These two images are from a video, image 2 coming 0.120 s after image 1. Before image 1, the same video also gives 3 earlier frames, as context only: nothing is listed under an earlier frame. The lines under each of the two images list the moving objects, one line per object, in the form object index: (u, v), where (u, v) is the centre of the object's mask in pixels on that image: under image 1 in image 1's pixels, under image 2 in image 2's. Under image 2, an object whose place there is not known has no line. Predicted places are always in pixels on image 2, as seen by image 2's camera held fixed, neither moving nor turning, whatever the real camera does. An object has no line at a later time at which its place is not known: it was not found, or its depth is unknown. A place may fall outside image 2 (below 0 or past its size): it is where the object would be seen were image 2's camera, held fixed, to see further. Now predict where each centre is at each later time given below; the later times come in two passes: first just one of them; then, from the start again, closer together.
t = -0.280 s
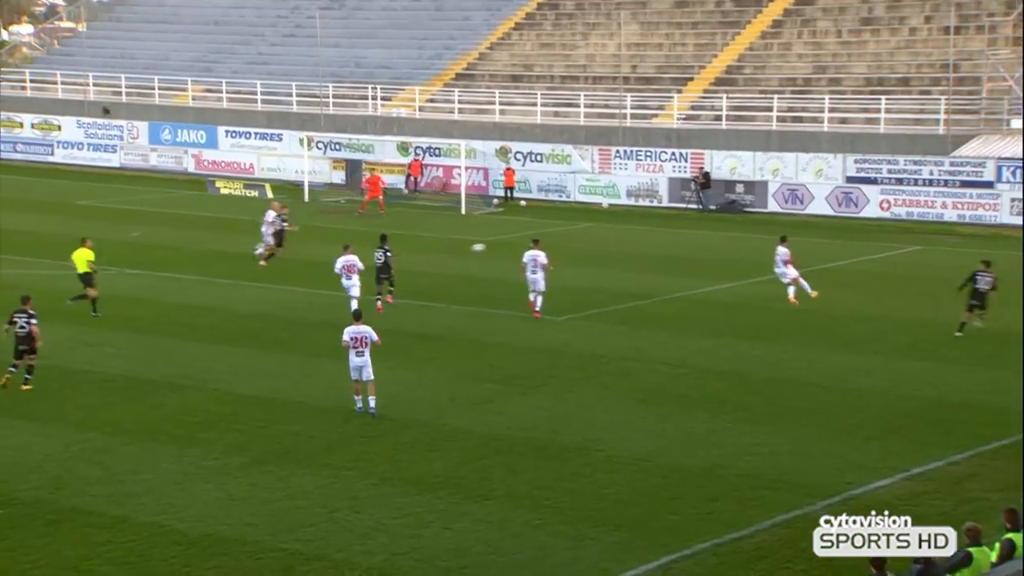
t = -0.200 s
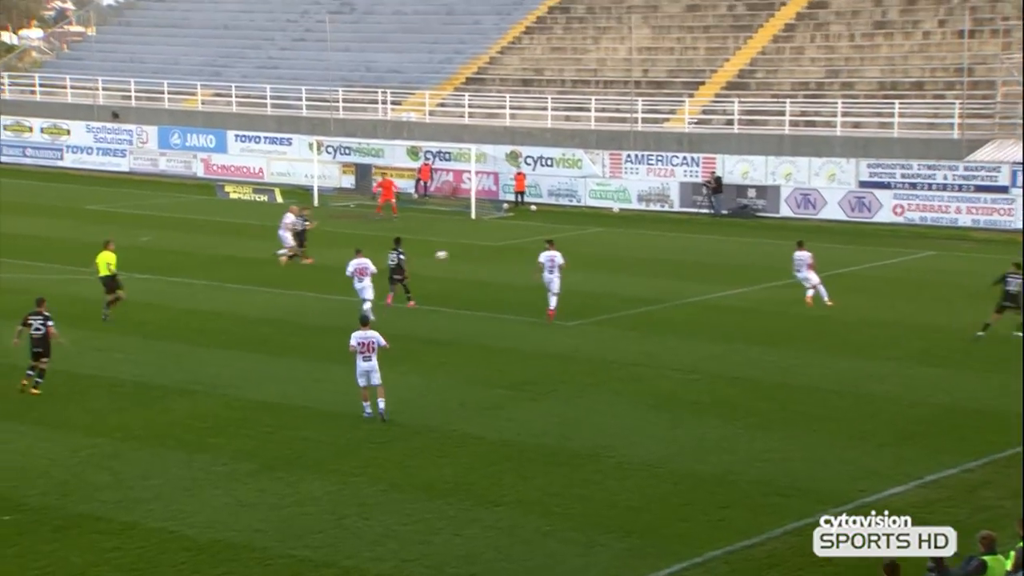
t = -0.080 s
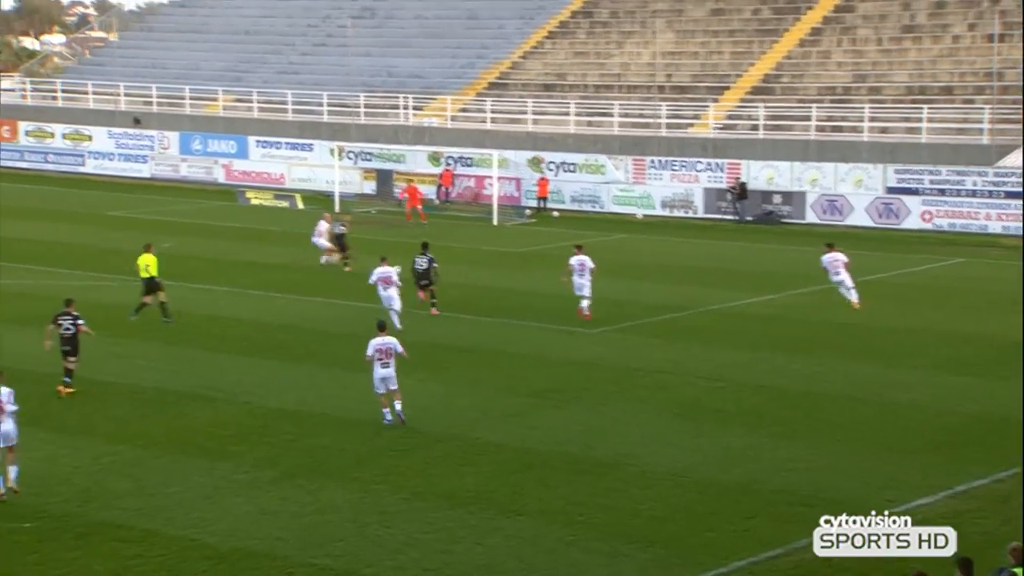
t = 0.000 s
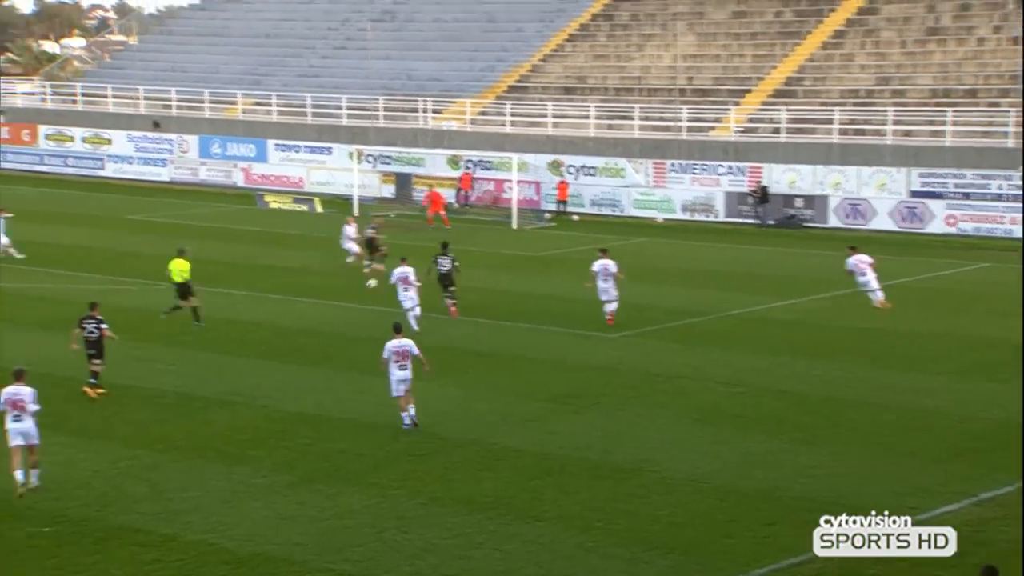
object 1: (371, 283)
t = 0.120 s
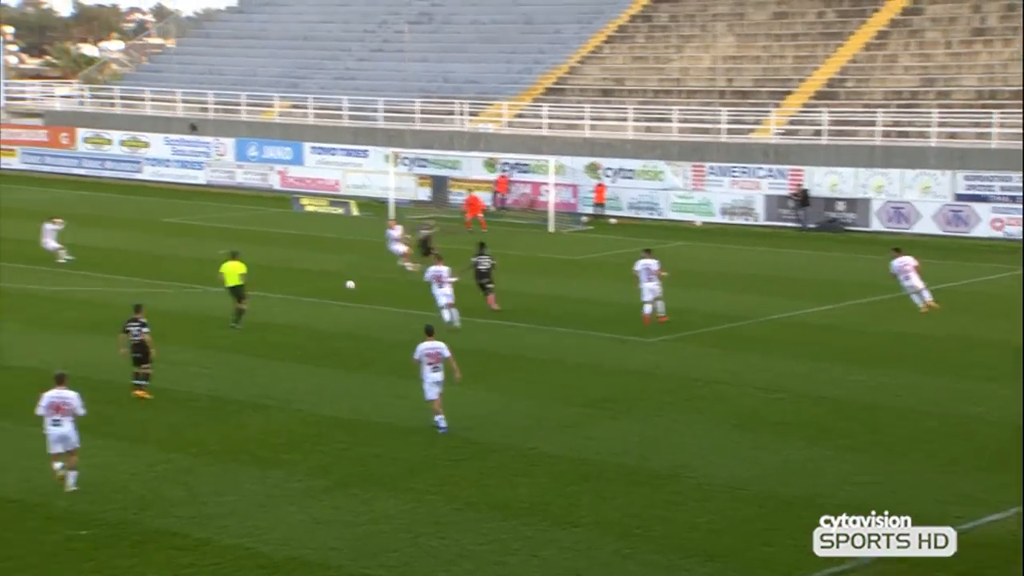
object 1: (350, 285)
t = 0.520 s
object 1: (194, 273)
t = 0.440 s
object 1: (224, 270)
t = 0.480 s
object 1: (209, 271)
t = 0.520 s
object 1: (194, 273)
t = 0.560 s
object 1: (179, 276)
